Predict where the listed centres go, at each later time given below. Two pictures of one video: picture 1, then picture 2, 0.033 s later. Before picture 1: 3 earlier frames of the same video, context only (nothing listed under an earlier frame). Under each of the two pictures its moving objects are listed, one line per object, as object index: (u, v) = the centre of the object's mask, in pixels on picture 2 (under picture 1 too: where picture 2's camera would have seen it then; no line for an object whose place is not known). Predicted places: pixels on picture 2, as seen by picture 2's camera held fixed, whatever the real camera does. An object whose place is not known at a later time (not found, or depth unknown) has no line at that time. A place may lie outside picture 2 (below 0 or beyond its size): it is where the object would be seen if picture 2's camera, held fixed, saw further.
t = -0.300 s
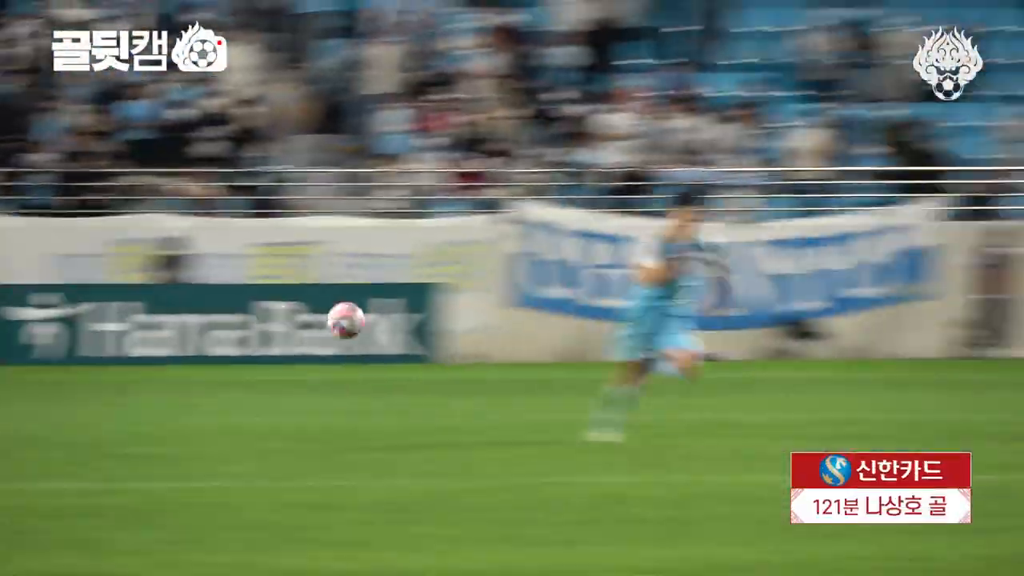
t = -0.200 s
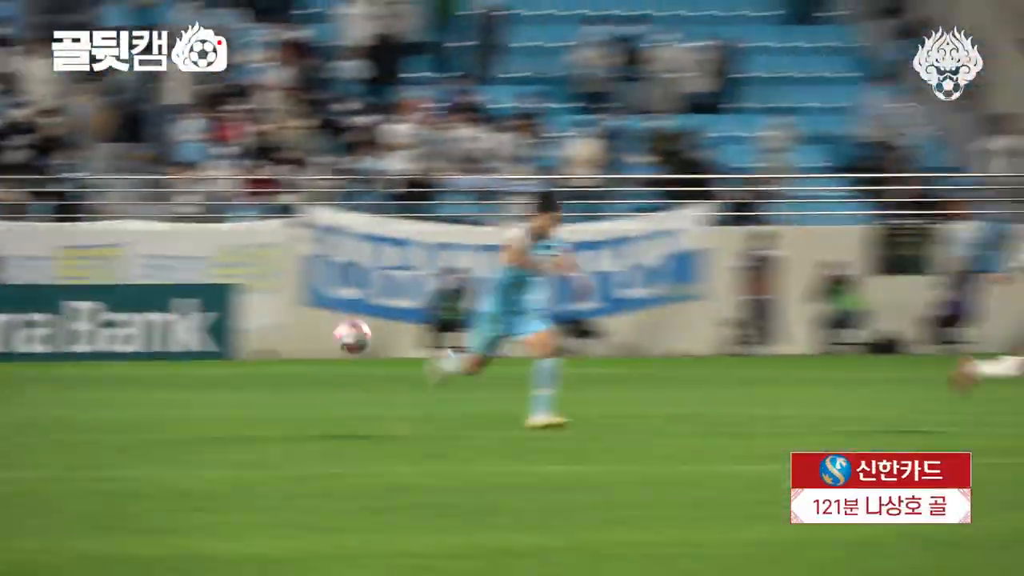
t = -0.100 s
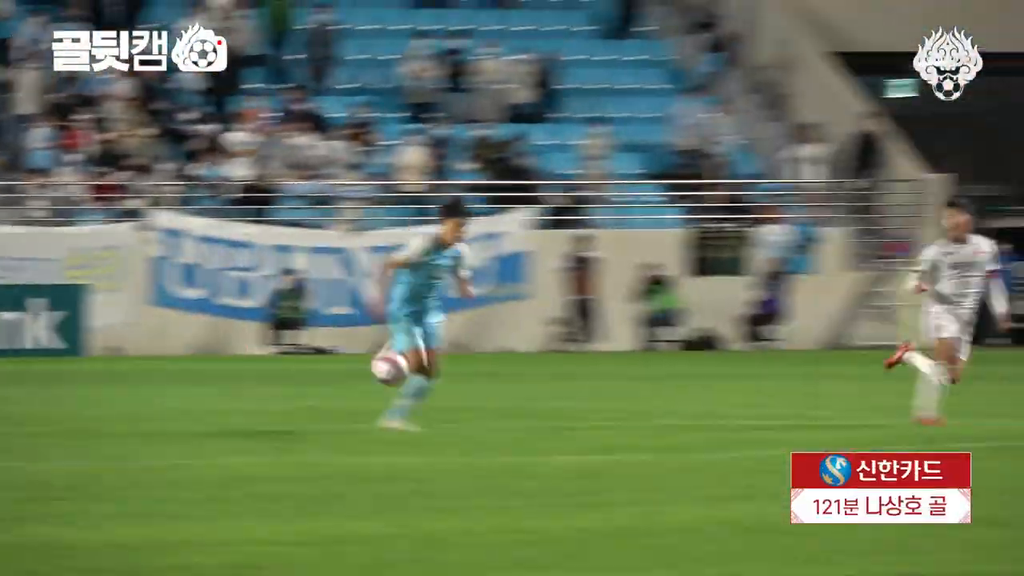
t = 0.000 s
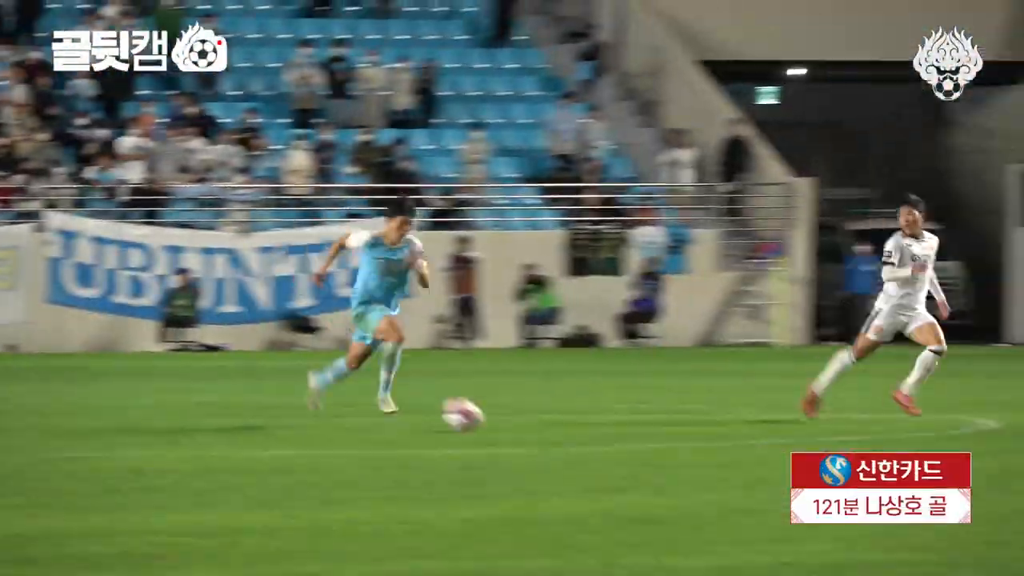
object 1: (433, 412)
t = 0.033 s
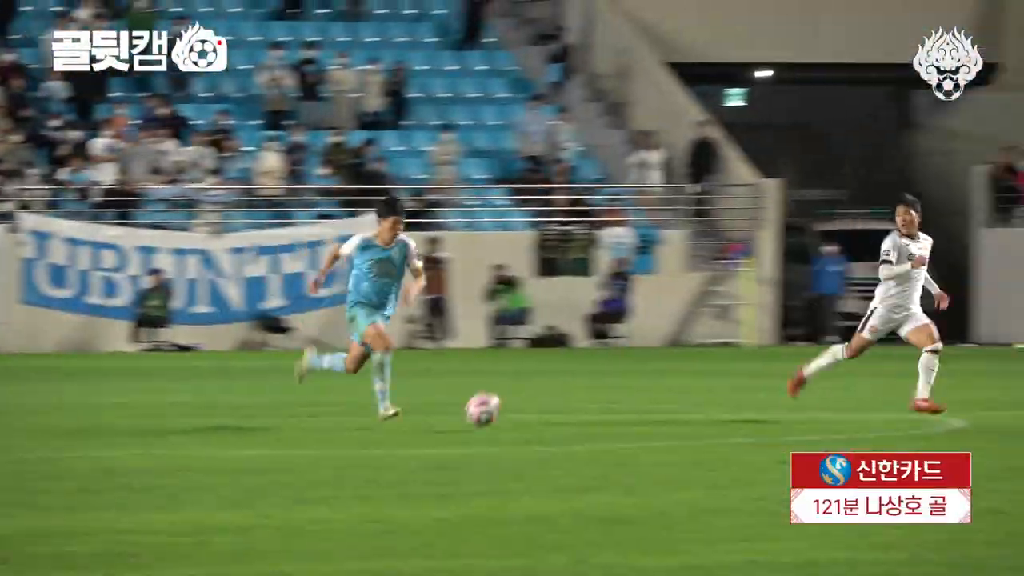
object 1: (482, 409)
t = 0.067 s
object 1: (527, 395)
